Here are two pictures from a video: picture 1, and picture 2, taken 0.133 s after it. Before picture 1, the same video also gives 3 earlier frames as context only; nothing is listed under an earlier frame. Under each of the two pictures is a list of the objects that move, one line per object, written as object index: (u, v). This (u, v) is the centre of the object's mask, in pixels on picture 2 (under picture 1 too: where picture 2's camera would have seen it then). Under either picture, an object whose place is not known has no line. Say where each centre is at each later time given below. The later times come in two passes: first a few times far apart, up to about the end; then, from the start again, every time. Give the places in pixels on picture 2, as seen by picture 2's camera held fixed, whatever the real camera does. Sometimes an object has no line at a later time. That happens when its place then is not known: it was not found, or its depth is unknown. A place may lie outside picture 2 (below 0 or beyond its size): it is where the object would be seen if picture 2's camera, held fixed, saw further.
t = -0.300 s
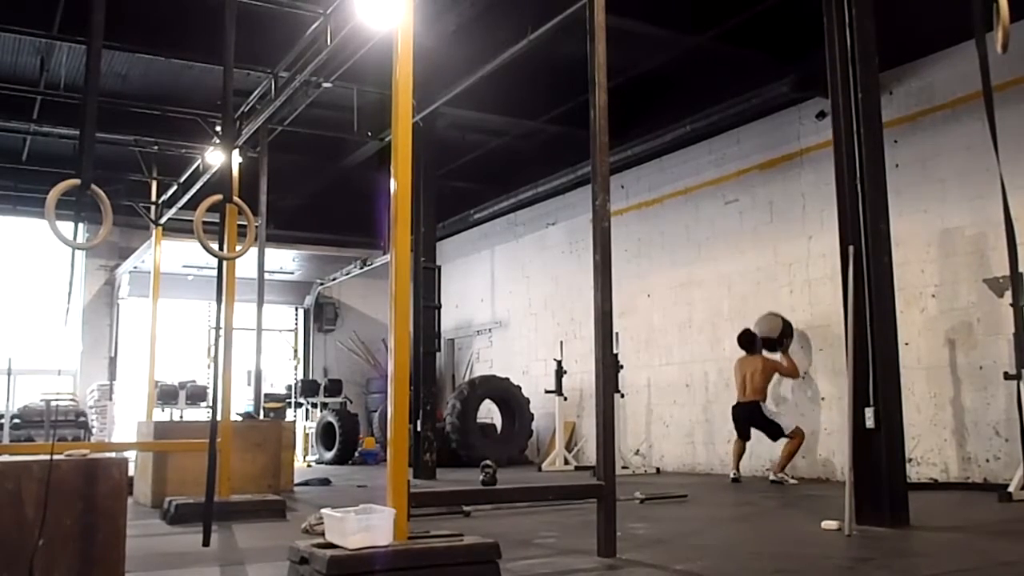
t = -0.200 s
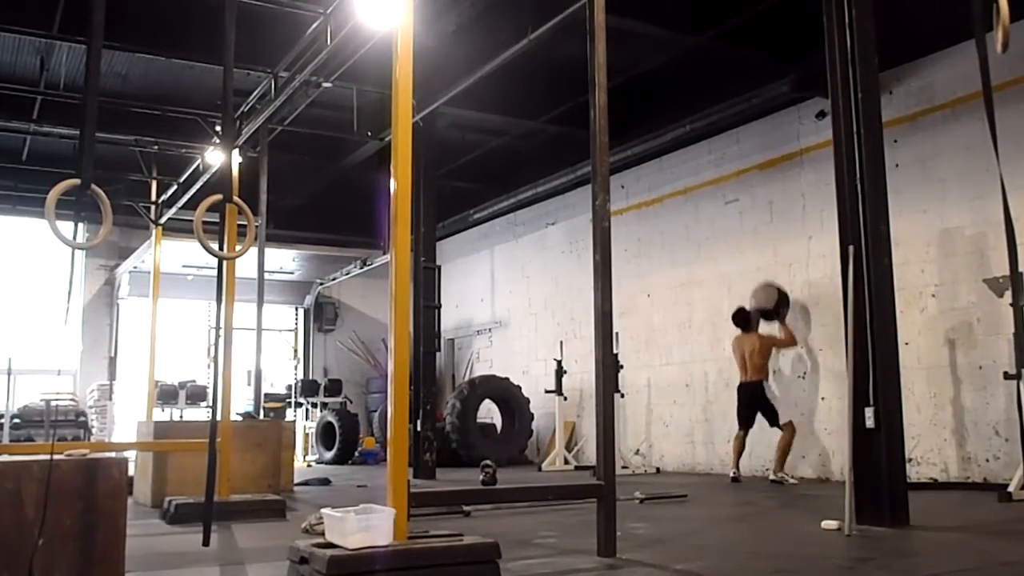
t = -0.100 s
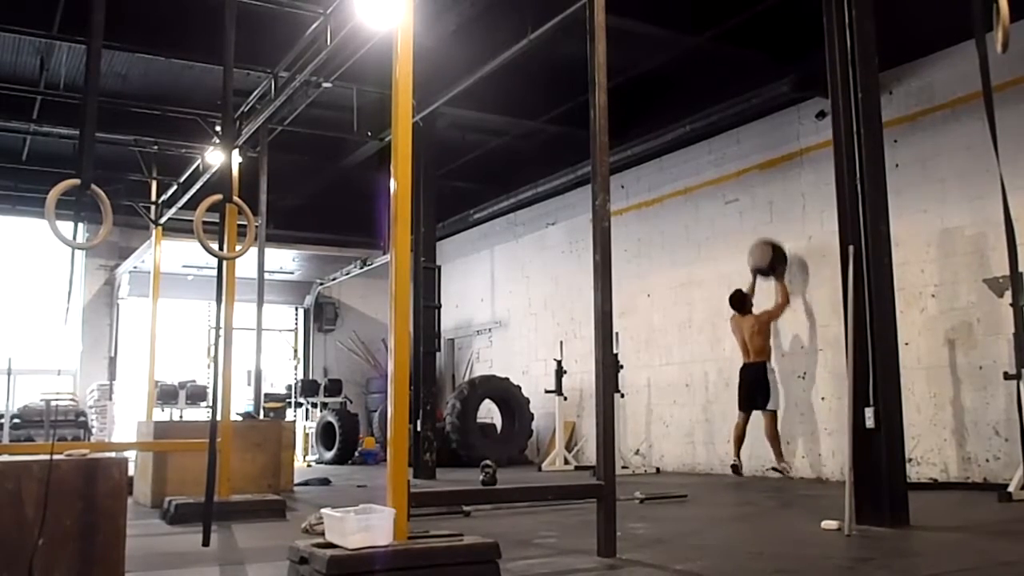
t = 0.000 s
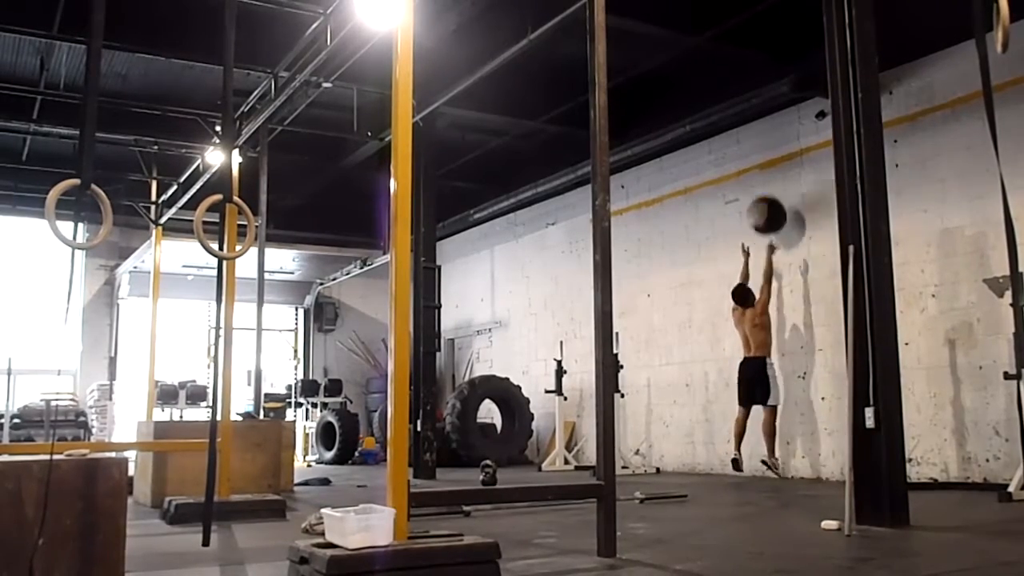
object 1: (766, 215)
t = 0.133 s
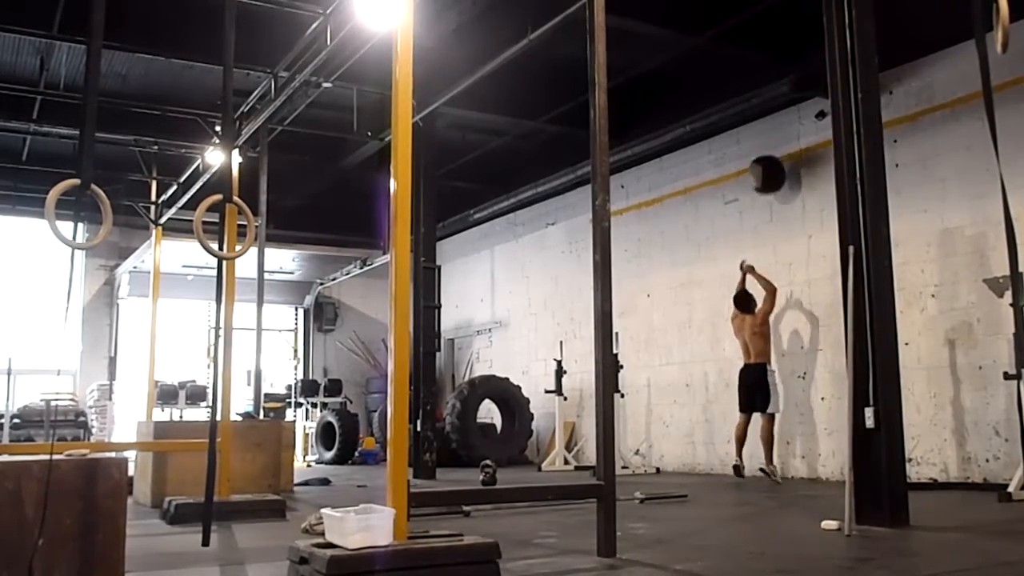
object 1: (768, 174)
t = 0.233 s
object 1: (768, 156)
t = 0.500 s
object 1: (768, 154)
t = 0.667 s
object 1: (766, 187)
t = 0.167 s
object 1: (767, 167)
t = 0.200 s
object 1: (767, 161)
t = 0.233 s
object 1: (768, 156)
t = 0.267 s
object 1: (768, 152)
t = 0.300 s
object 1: (768, 149)
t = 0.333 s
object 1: (768, 147)
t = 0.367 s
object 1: (769, 147)
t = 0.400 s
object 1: (769, 148)
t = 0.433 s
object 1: (769, 149)
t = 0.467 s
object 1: (769, 151)
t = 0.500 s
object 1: (768, 154)
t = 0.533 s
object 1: (767, 158)
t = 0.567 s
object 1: (767, 164)
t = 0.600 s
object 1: (766, 170)
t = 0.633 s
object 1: (767, 177)
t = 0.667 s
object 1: (766, 187)
